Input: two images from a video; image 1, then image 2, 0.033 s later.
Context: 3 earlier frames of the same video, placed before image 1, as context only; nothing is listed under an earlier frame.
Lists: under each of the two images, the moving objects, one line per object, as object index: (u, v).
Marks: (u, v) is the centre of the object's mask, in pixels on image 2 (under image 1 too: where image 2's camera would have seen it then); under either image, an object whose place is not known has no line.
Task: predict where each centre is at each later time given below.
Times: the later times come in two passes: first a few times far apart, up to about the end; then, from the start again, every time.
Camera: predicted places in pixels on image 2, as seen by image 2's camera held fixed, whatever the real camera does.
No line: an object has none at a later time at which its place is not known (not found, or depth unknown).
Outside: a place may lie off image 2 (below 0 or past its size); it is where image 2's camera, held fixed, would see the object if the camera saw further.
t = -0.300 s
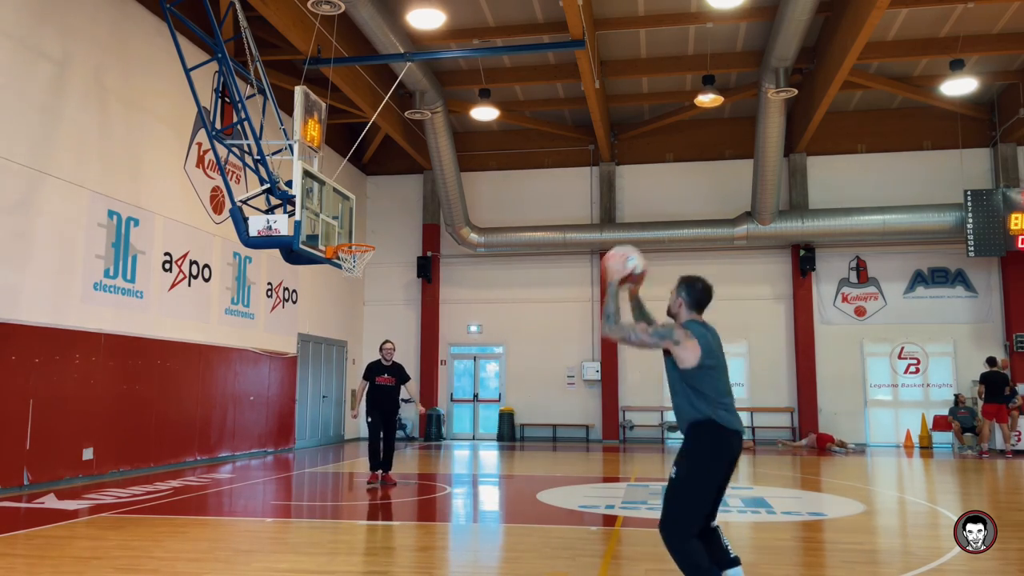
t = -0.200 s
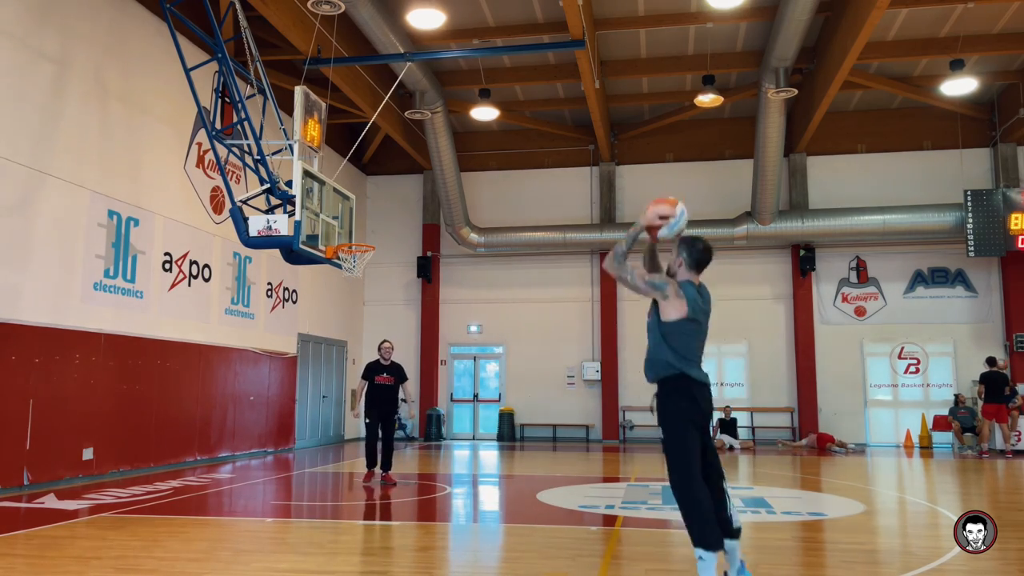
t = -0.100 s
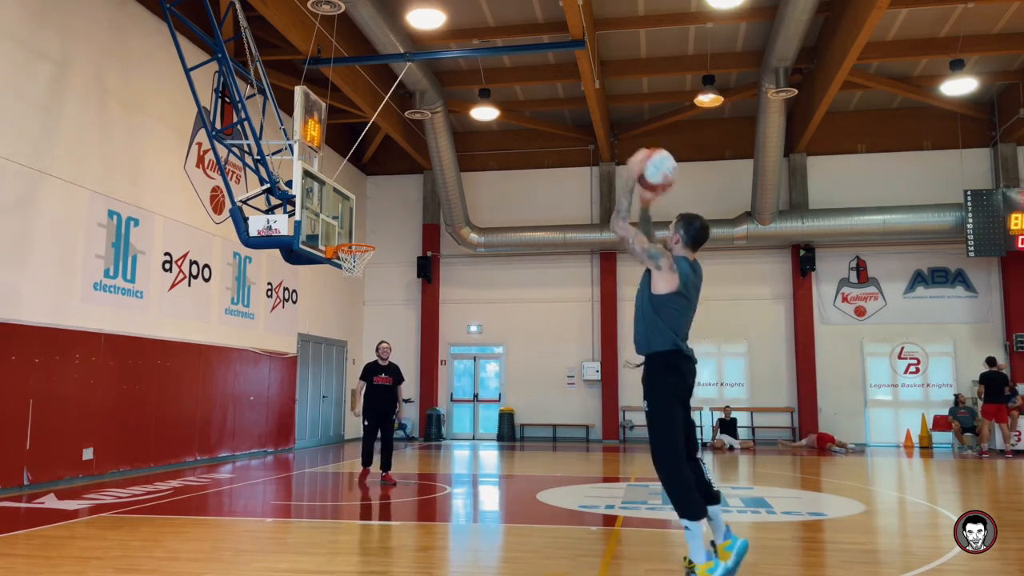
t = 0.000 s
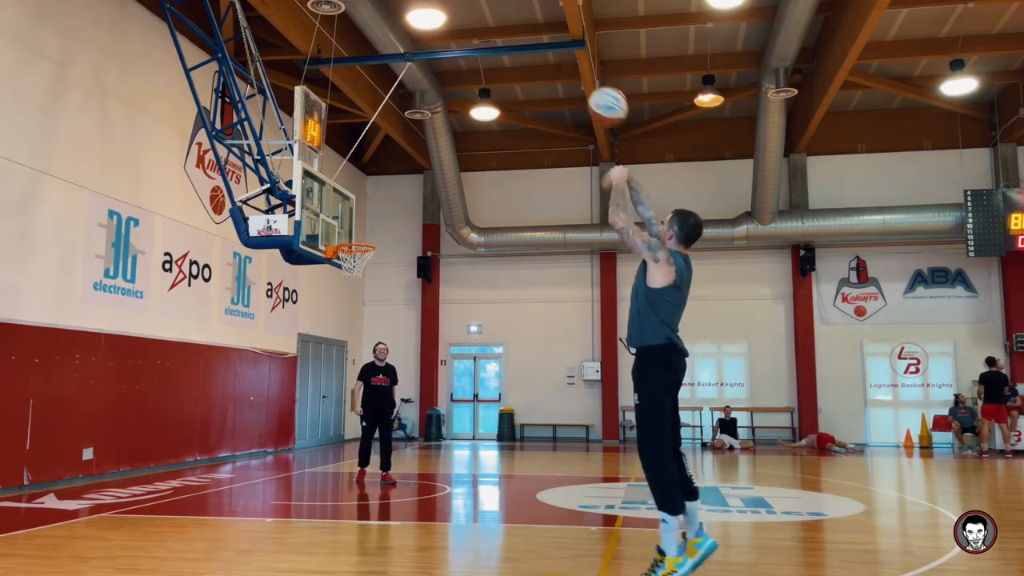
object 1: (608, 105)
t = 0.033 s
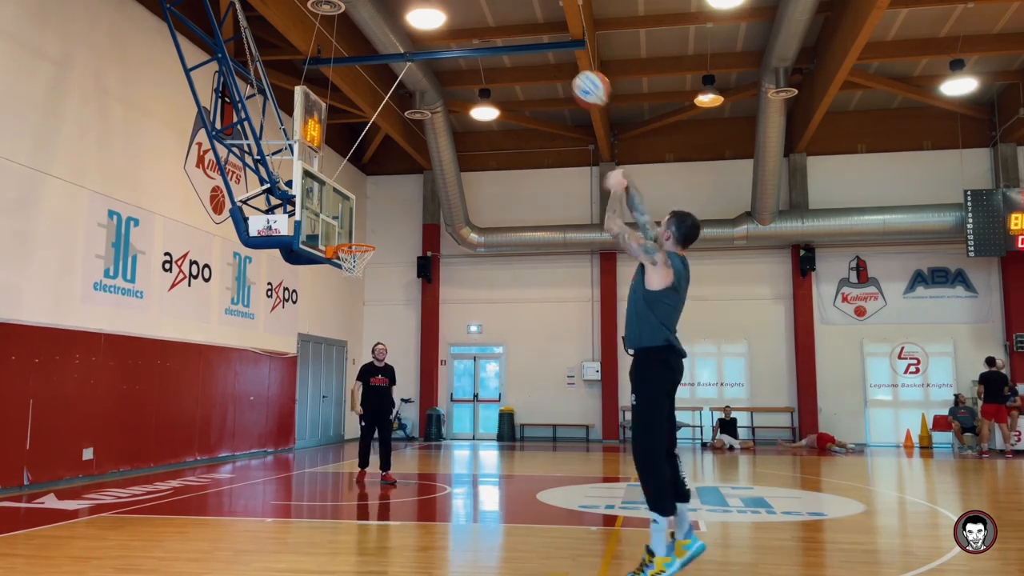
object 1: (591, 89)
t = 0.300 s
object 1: (494, 34)
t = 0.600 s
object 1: (426, 71)
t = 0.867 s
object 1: (384, 155)
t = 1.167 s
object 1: (350, 264)
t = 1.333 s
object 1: (354, 270)
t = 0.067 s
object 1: (576, 74)
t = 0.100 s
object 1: (562, 64)
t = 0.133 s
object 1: (549, 54)
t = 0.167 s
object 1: (536, 47)
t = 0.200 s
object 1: (525, 41)
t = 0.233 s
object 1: (514, 38)
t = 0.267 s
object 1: (504, 35)
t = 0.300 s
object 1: (494, 34)
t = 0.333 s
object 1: (485, 34)
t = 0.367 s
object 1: (477, 36)
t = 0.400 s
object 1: (469, 38)
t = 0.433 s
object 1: (461, 41)
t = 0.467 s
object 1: (453, 45)
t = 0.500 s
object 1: (446, 51)
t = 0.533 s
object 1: (439, 57)
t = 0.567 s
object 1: (433, 64)
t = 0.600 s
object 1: (426, 71)
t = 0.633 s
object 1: (420, 80)
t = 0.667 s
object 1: (414, 89)
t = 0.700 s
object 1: (409, 99)
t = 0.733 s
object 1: (404, 109)
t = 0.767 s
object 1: (399, 119)
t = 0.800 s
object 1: (394, 131)
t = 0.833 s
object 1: (389, 142)
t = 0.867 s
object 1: (384, 155)
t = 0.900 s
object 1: (380, 167)
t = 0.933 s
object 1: (375, 179)
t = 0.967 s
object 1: (371, 193)
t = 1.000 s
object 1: (366, 207)
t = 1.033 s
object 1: (362, 221)
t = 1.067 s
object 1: (357, 235)
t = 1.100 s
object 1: (353, 251)
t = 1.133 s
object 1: (350, 260)
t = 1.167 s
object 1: (350, 264)
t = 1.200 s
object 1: (350, 263)
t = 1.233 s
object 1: (351, 264)
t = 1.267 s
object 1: (352, 266)
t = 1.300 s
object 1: (353, 268)
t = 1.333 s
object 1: (354, 270)
